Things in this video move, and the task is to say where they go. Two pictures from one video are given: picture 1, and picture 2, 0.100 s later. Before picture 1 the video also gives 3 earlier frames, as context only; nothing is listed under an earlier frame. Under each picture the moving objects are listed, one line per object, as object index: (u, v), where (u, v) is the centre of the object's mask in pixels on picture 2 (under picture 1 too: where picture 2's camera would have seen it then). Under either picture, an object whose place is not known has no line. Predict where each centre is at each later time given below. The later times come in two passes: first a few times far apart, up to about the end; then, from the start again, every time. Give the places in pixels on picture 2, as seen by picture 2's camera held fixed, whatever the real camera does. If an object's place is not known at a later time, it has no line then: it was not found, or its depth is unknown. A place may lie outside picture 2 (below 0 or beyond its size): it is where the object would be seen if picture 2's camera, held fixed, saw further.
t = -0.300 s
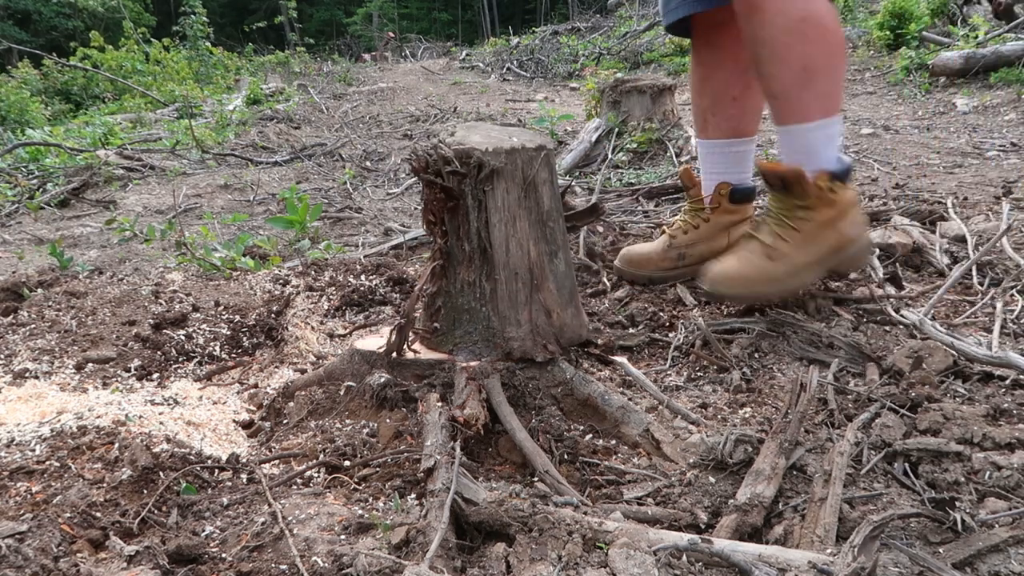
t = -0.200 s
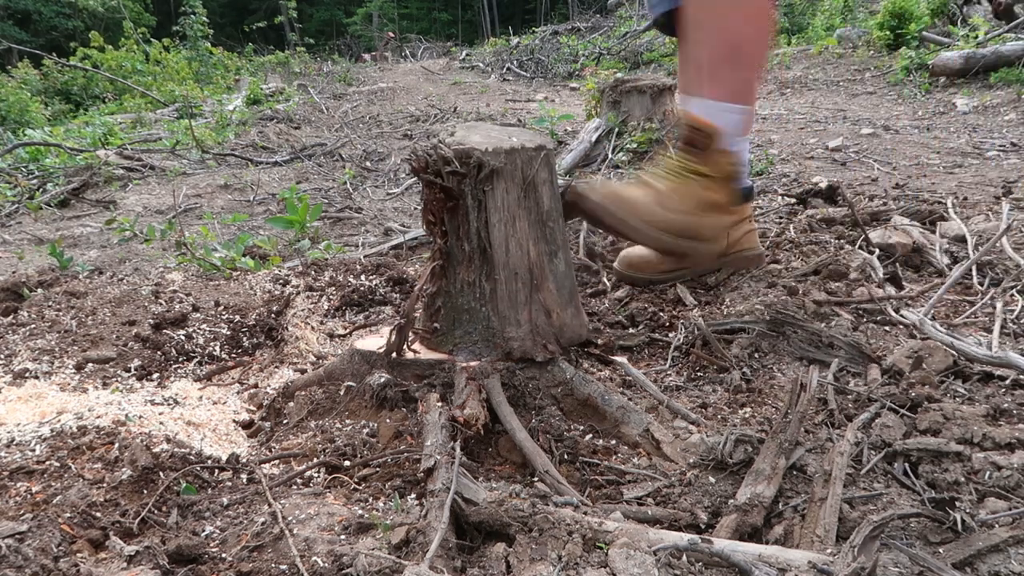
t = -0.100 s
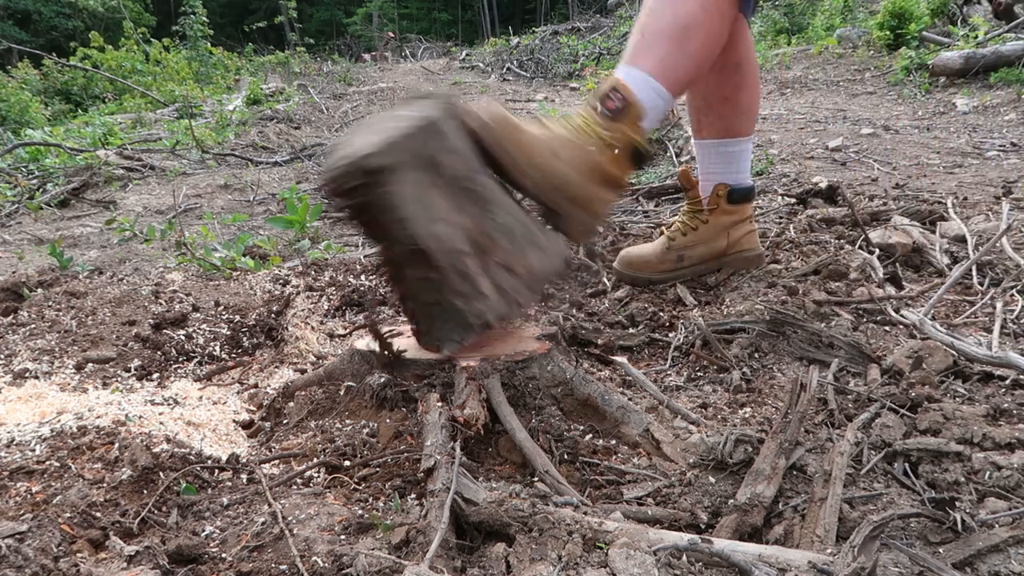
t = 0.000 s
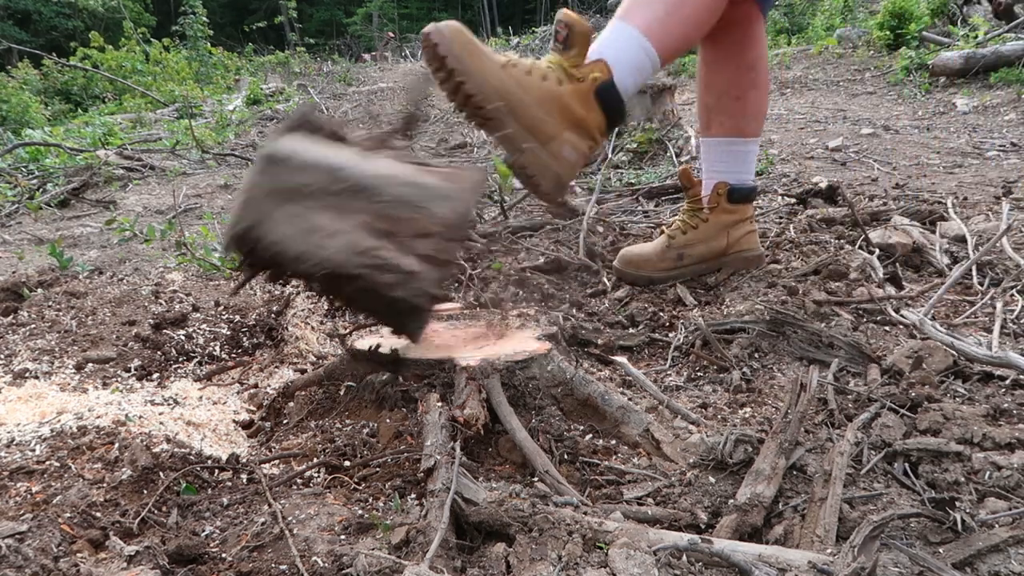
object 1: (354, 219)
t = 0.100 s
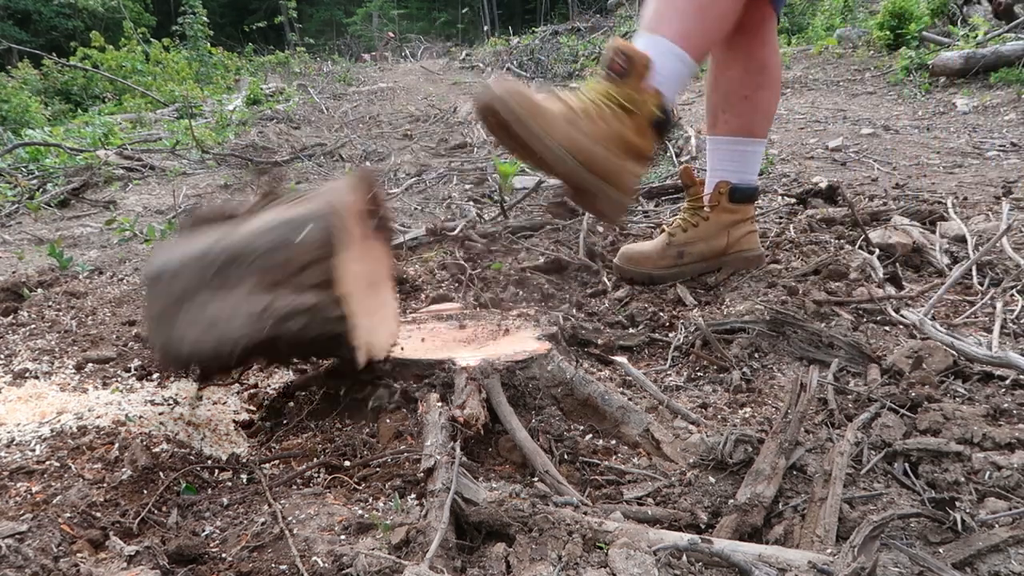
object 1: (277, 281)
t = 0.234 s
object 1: (234, 302)
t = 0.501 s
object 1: (252, 319)
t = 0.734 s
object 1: (252, 317)
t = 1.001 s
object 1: (252, 316)
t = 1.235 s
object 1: (252, 316)
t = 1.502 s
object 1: (252, 316)
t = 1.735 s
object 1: (256, 317)
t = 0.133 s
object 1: (256, 313)
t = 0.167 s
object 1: (242, 318)
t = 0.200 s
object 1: (236, 306)
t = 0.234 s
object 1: (234, 302)
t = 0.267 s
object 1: (227, 302)
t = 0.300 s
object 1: (226, 307)
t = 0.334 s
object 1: (227, 305)
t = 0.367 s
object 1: (230, 306)
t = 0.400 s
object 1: (234, 308)
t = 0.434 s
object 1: (236, 309)
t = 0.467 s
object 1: (244, 313)
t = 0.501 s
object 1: (252, 319)
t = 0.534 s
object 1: (254, 315)
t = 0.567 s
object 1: (253, 317)
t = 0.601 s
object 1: (252, 317)
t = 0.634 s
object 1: (252, 317)
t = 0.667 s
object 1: (252, 317)
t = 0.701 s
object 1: (252, 317)
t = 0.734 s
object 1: (252, 317)
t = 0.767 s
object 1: (252, 316)
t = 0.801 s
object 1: (252, 316)
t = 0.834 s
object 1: (252, 316)
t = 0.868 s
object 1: (252, 316)
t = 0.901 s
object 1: (252, 316)
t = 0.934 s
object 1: (252, 316)
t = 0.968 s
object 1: (252, 316)
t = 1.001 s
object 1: (252, 316)
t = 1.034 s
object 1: (252, 316)
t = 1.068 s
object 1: (252, 316)
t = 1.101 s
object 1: (252, 316)
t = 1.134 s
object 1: (252, 316)
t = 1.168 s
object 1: (252, 316)
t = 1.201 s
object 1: (252, 316)
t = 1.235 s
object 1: (252, 316)
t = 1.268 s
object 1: (252, 316)
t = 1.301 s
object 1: (252, 316)
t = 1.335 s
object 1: (252, 316)
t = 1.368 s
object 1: (252, 316)
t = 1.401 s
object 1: (252, 316)
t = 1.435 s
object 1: (252, 316)
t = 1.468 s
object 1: (252, 316)
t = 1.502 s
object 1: (252, 316)
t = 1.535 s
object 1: (253, 317)
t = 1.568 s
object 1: (253, 317)
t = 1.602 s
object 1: (253, 317)
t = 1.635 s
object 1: (253, 317)
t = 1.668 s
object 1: (253, 316)
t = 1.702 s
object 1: (253, 316)
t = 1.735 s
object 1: (256, 317)
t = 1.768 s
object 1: (253, 316)
